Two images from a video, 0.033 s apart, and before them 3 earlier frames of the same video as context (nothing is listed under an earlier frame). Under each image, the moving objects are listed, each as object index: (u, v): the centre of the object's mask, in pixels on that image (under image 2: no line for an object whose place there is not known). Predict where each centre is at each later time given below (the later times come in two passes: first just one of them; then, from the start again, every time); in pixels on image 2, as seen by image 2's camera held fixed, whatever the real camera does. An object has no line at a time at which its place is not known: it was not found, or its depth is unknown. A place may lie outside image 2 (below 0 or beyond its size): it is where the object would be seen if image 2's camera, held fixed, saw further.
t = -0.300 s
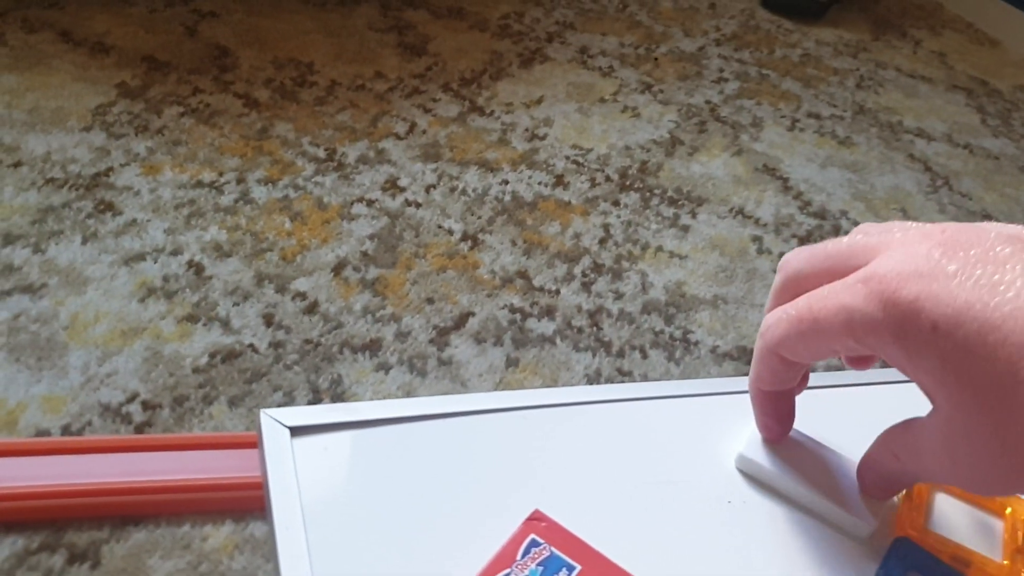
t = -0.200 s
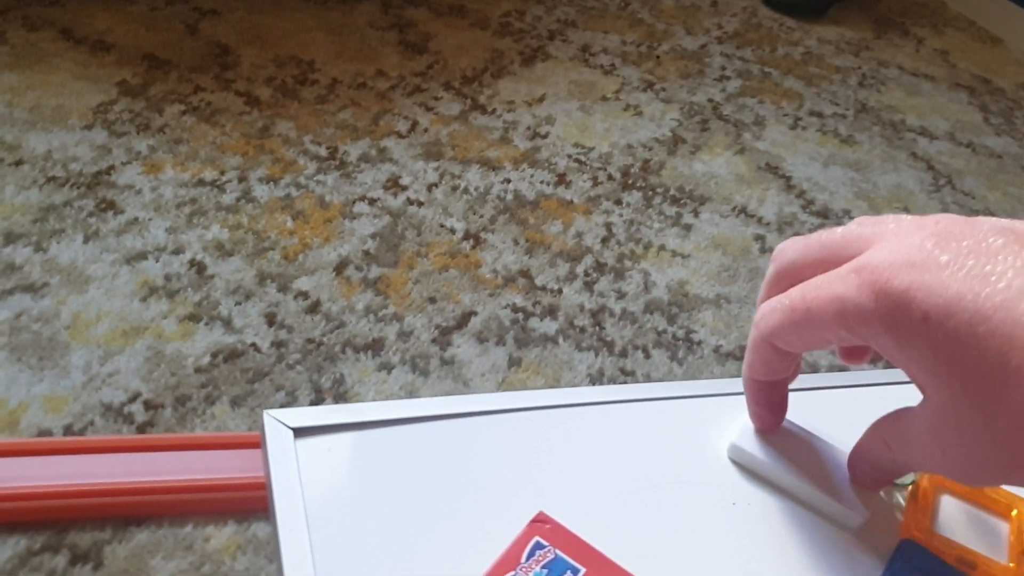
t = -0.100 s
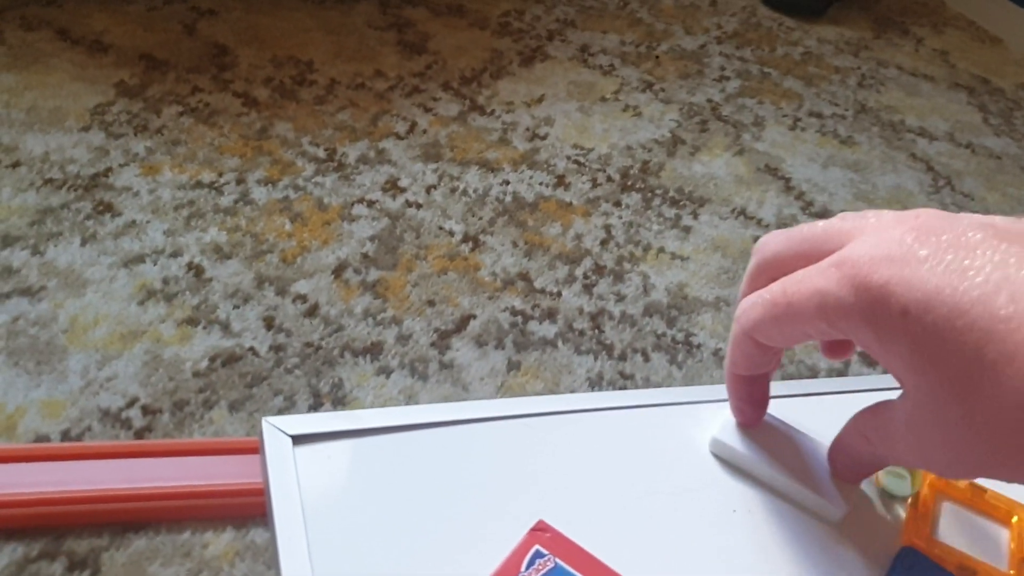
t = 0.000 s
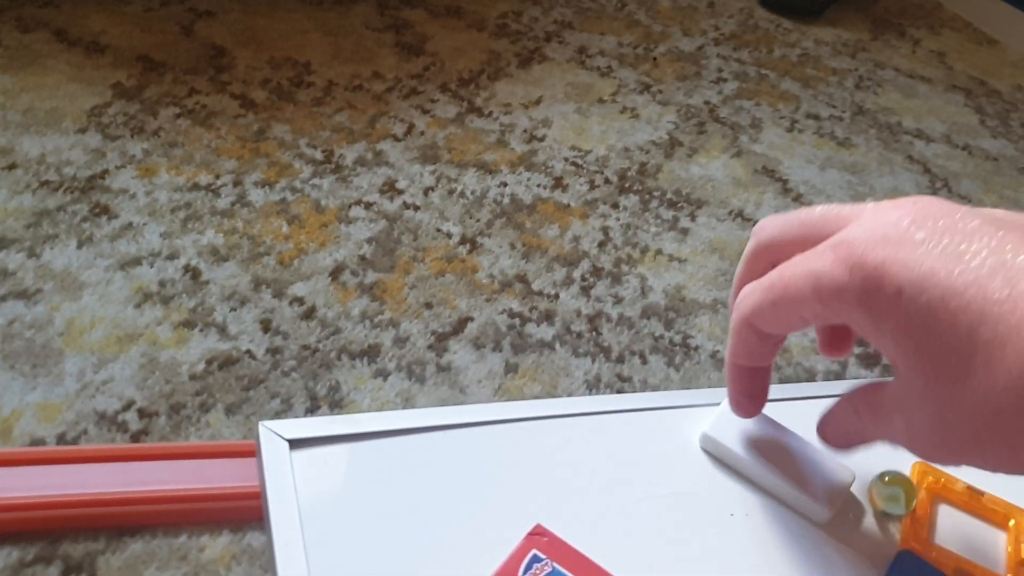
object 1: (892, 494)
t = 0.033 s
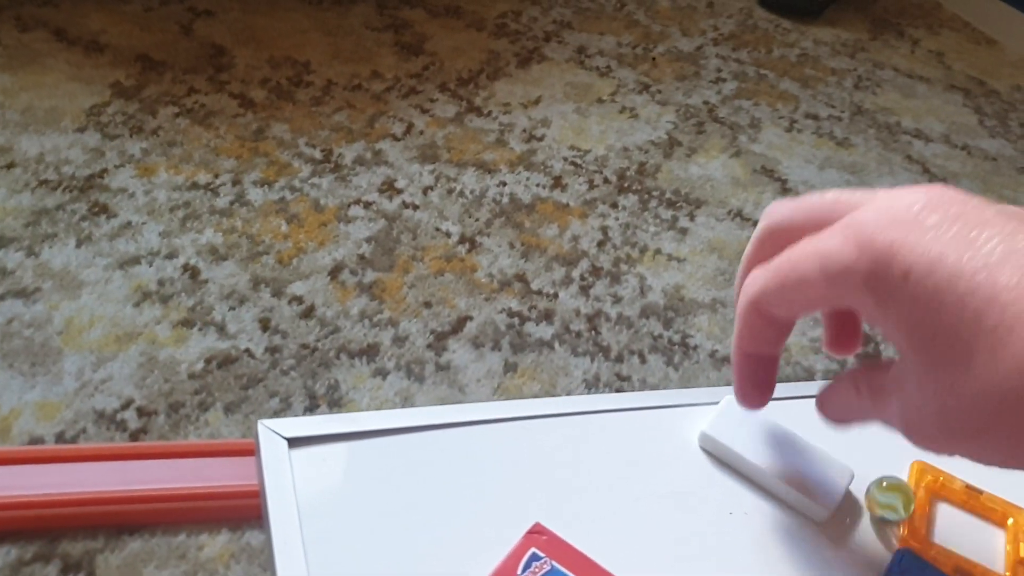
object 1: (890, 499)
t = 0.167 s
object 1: (876, 534)
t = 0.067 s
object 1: (888, 507)
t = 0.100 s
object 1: (886, 518)
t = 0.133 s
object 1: (884, 527)
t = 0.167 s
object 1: (876, 534)
